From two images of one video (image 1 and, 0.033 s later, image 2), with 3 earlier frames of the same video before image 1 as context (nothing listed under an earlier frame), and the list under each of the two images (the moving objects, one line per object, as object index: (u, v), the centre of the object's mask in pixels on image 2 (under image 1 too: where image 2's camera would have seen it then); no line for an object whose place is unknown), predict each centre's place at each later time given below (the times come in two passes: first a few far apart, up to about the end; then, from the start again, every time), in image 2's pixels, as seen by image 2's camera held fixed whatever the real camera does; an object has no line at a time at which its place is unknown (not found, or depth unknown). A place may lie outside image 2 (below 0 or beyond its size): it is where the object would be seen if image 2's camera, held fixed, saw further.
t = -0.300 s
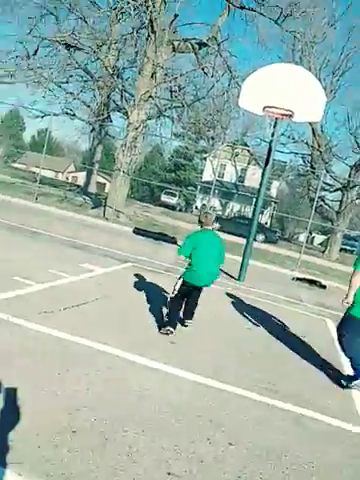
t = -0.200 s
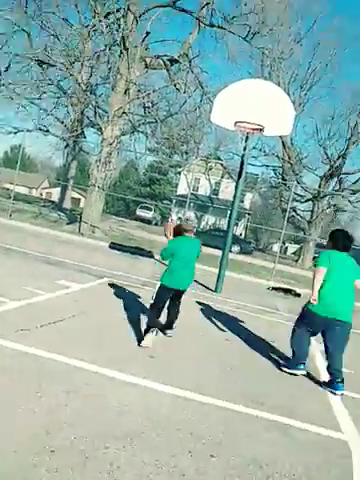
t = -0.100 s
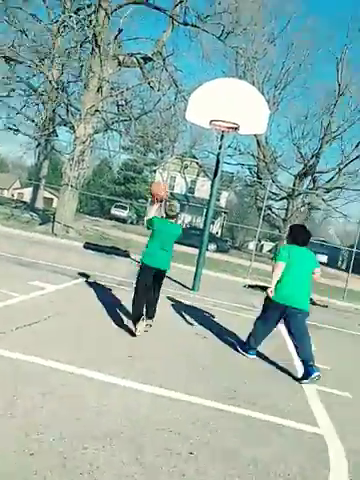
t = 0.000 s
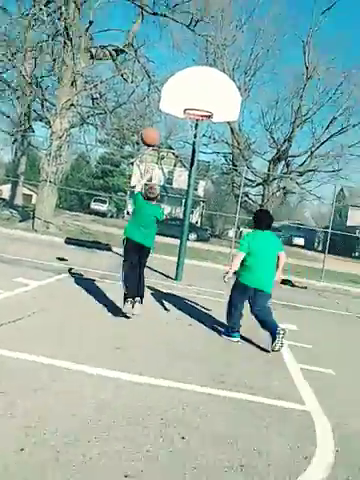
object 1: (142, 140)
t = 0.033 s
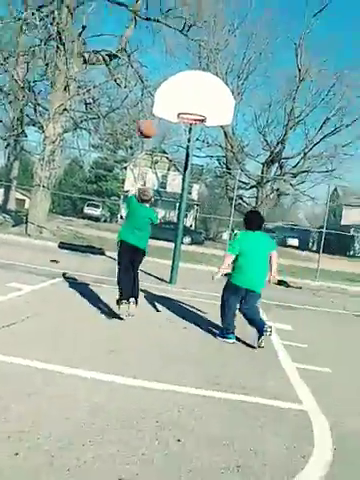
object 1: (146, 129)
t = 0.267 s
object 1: (164, 71)
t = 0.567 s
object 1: (178, 61)
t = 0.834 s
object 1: (181, 88)
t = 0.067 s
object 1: (149, 116)
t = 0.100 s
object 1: (149, 105)
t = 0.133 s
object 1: (154, 95)
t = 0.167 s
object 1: (160, 89)
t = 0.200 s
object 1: (161, 83)
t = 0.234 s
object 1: (163, 77)
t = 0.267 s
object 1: (164, 71)
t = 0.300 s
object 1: (167, 67)
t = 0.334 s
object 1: (168, 64)
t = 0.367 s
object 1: (170, 61)
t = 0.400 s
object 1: (173, 60)
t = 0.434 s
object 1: (174, 59)
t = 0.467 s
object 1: (174, 58)
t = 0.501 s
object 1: (175, 59)
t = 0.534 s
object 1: (177, 59)
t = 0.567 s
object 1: (178, 61)
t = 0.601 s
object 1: (179, 64)
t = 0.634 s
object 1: (179, 67)
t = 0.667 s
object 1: (180, 71)
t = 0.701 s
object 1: (181, 75)
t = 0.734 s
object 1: (181, 79)
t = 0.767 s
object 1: (181, 81)
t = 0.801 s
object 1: (182, 84)
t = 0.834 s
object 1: (181, 88)
